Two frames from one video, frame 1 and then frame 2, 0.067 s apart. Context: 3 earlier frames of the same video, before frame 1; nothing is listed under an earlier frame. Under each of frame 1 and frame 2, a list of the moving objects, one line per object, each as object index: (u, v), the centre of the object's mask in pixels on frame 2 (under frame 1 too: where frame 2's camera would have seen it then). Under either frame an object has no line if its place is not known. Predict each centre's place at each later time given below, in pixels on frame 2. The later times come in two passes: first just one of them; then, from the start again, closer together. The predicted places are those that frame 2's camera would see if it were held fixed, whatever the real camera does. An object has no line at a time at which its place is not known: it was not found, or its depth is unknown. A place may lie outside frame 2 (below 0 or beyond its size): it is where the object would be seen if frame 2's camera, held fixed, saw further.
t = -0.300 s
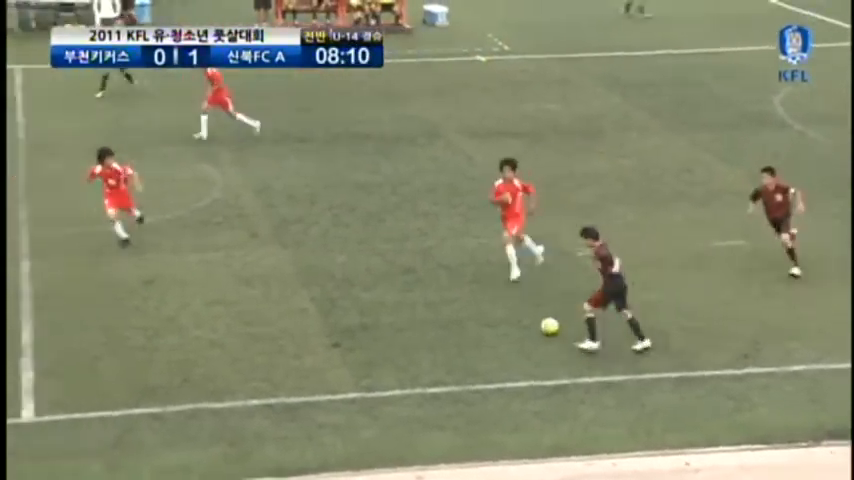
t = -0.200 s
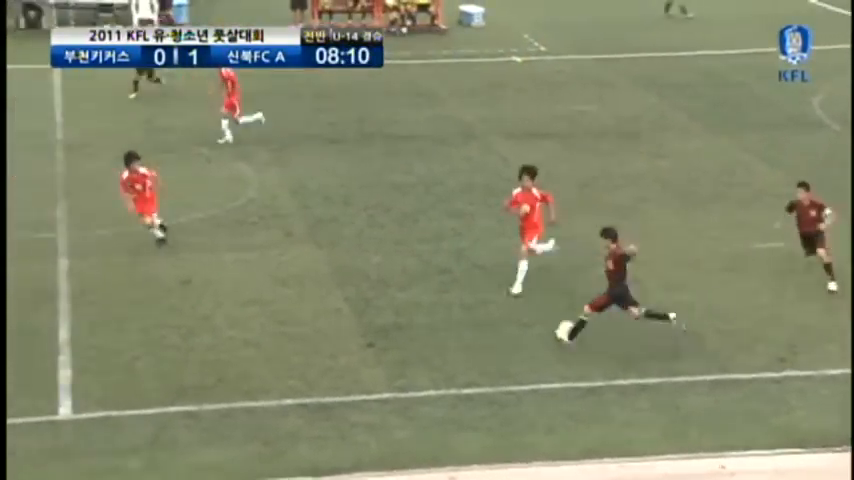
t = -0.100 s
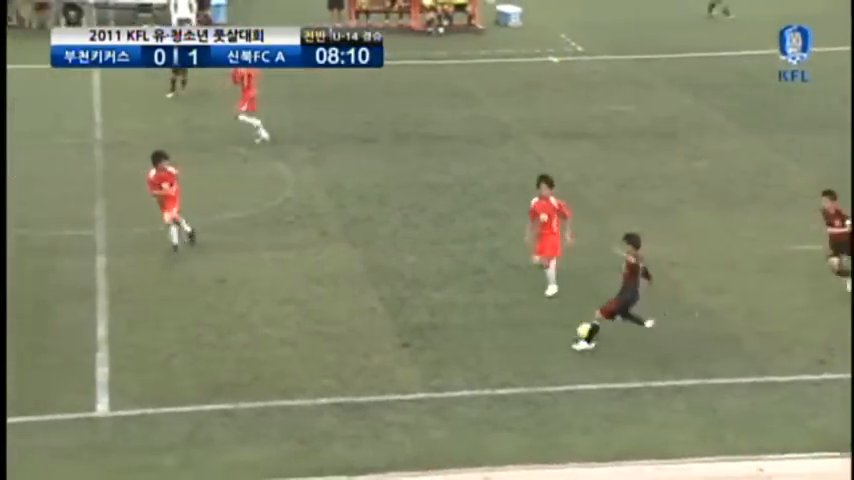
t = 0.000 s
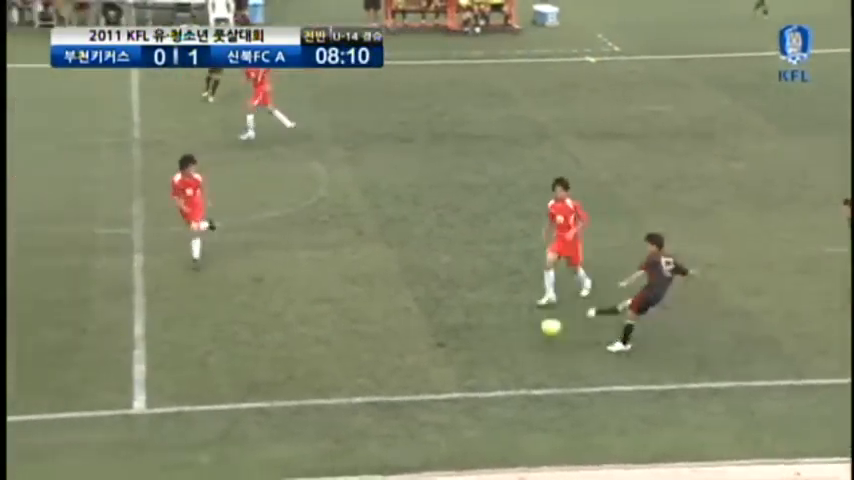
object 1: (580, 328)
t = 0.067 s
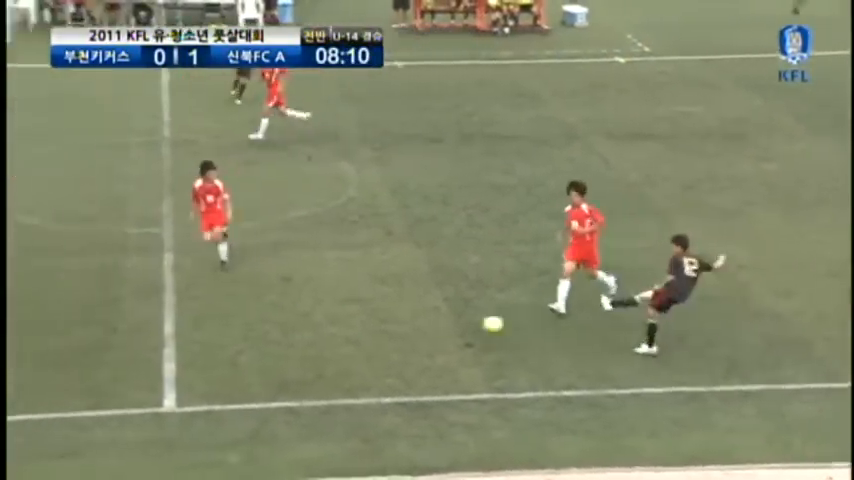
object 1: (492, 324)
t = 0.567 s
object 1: (-109, 359)
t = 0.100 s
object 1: (449, 323)
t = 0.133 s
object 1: (405, 324)
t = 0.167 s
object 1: (362, 326)
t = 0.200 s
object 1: (318, 328)
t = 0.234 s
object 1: (276, 333)
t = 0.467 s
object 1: (-2, 353)
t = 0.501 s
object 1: (-40, 358)
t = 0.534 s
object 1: (-75, 360)
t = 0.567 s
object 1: (-109, 359)
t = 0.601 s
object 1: (-143, 360)
